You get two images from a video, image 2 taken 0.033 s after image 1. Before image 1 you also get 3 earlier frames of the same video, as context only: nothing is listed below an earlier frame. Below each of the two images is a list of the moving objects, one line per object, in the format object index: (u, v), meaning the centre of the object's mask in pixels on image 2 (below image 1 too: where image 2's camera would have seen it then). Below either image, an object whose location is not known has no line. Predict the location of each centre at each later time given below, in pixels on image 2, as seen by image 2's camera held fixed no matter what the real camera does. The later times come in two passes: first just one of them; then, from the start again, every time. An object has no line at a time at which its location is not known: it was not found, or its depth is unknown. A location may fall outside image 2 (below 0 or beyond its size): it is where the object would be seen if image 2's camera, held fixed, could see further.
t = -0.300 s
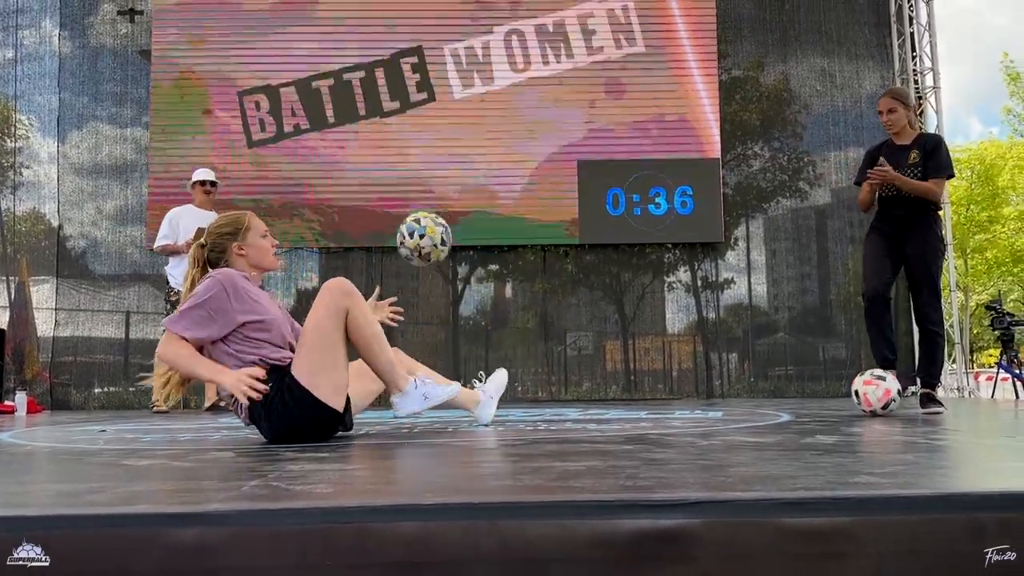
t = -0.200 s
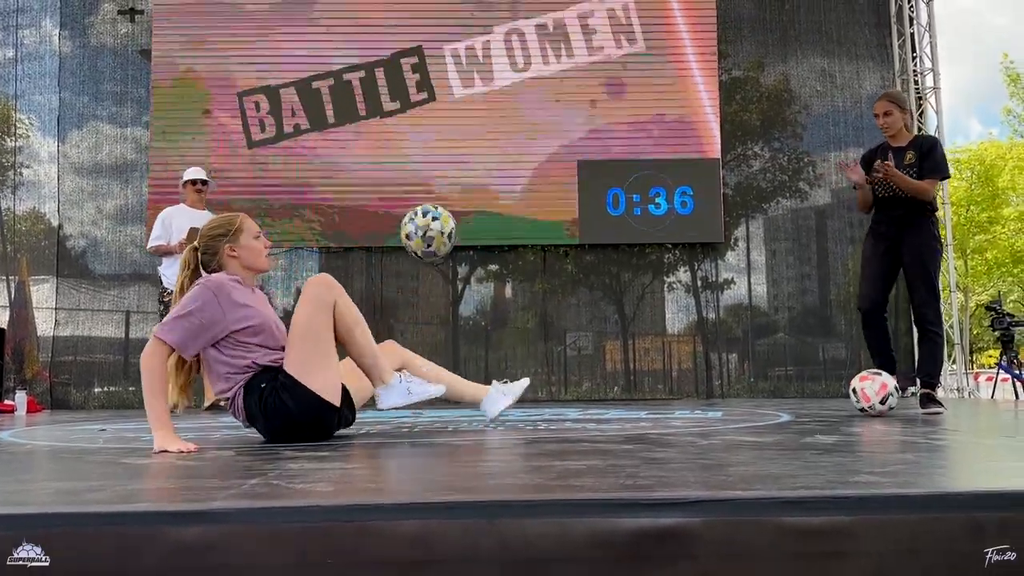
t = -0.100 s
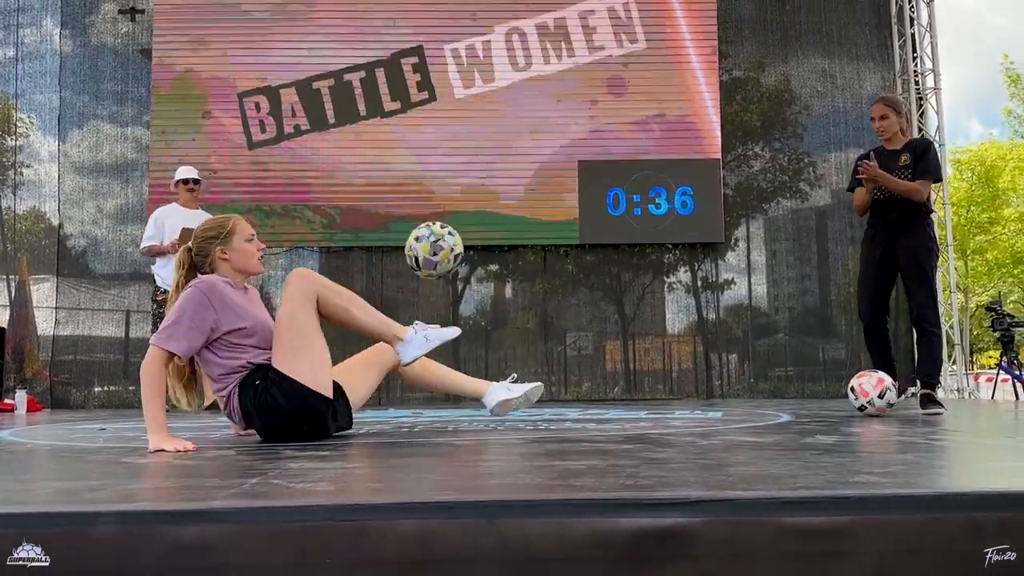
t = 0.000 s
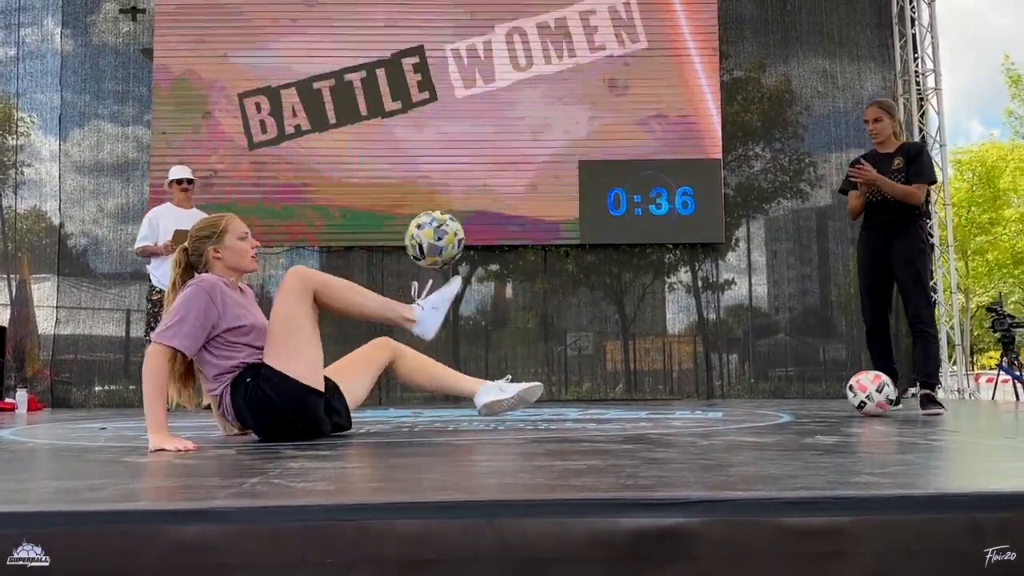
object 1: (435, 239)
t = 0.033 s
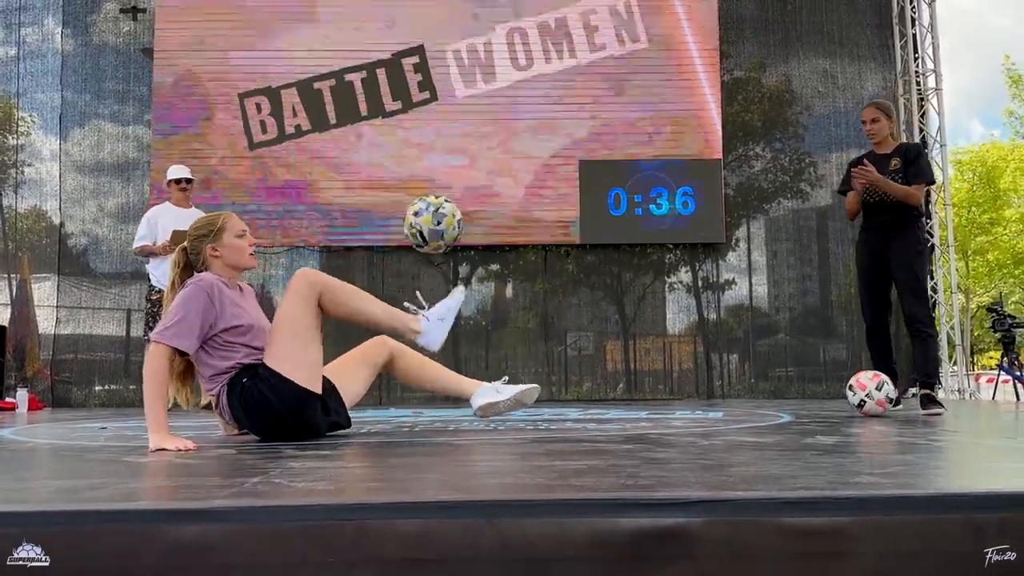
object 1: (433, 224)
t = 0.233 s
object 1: (421, 191)
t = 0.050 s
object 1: (432, 217)
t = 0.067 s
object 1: (431, 211)
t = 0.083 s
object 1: (430, 206)
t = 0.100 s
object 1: (429, 201)
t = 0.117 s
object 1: (428, 197)
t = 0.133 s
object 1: (427, 194)
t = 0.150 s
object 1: (426, 192)
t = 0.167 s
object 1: (425, 190)
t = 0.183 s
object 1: (424, 189)
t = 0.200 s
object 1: (423, 188)
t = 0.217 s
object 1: (422, 189)
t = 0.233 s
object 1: (421, 191)
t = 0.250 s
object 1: (419, 192)
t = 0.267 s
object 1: (418, 195)
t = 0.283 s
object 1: (417, 198)
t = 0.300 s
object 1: (415, 202)
